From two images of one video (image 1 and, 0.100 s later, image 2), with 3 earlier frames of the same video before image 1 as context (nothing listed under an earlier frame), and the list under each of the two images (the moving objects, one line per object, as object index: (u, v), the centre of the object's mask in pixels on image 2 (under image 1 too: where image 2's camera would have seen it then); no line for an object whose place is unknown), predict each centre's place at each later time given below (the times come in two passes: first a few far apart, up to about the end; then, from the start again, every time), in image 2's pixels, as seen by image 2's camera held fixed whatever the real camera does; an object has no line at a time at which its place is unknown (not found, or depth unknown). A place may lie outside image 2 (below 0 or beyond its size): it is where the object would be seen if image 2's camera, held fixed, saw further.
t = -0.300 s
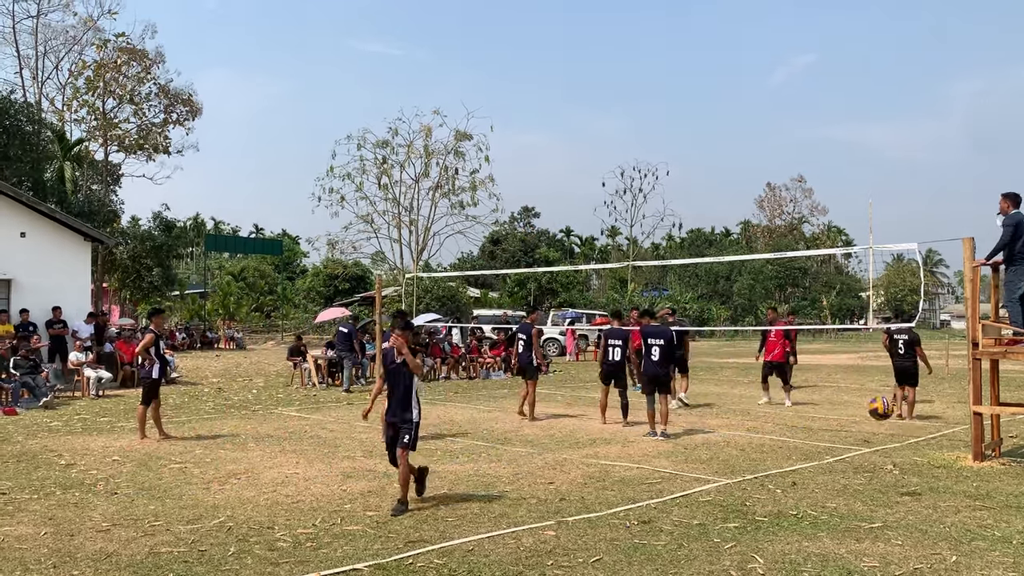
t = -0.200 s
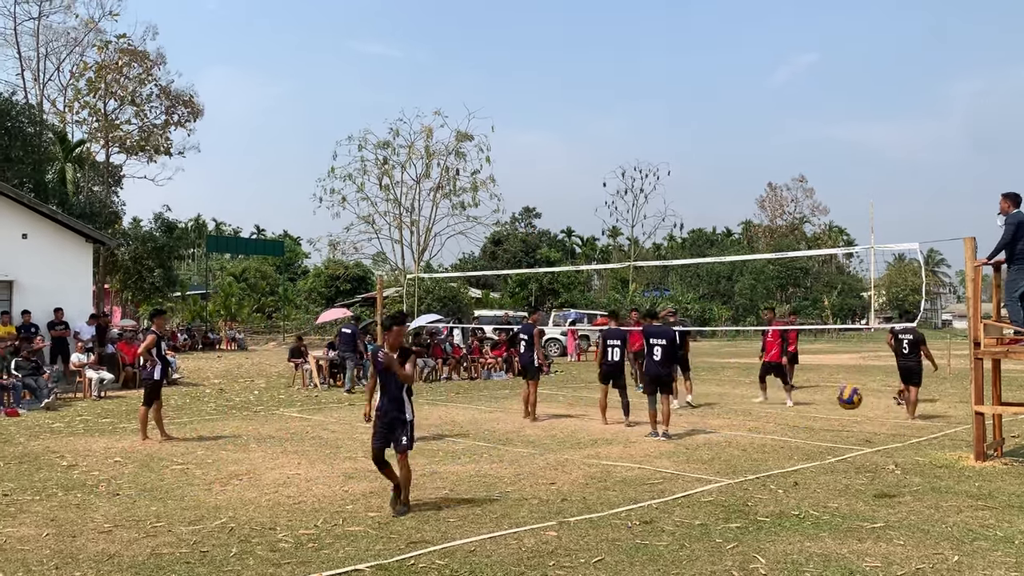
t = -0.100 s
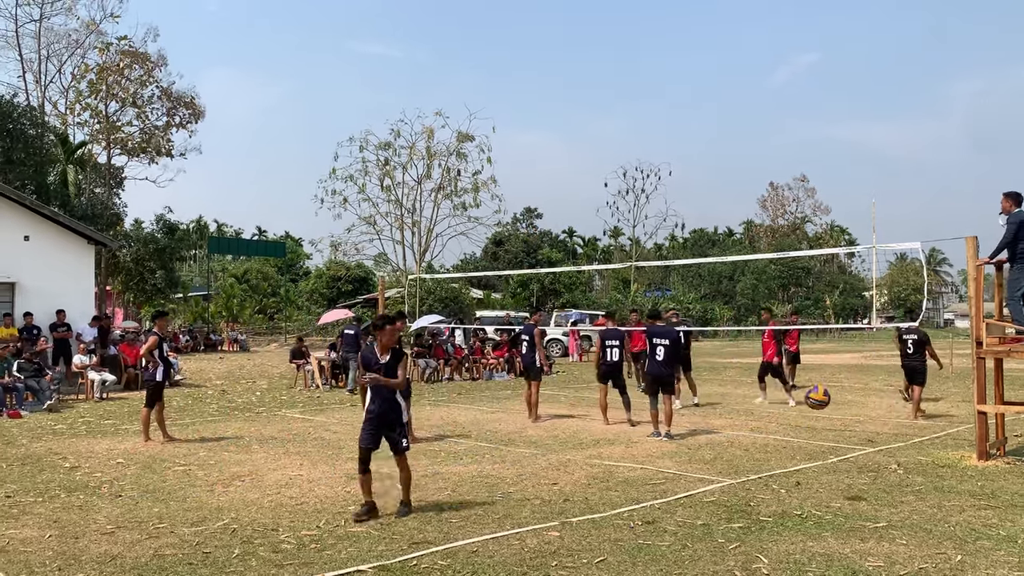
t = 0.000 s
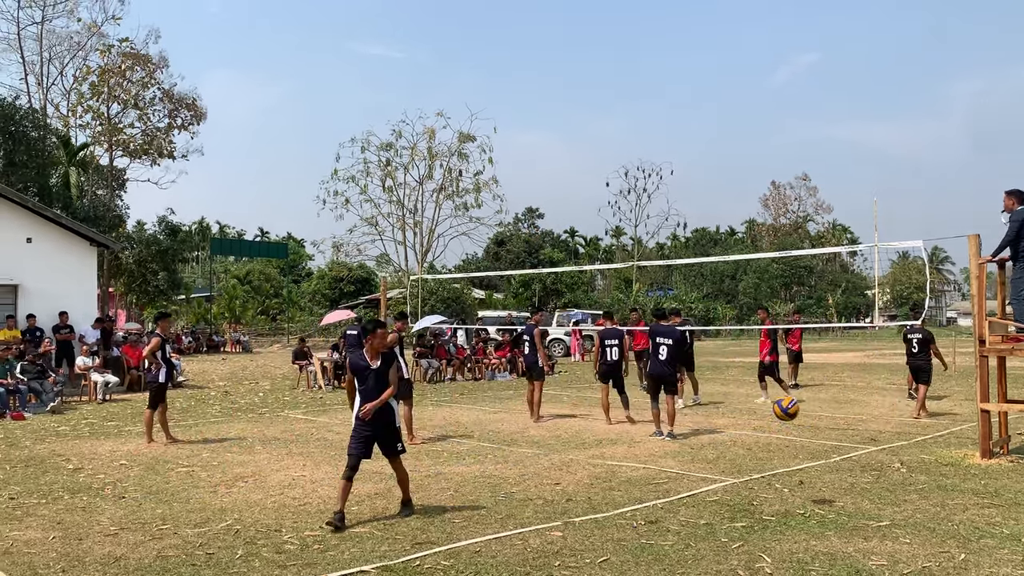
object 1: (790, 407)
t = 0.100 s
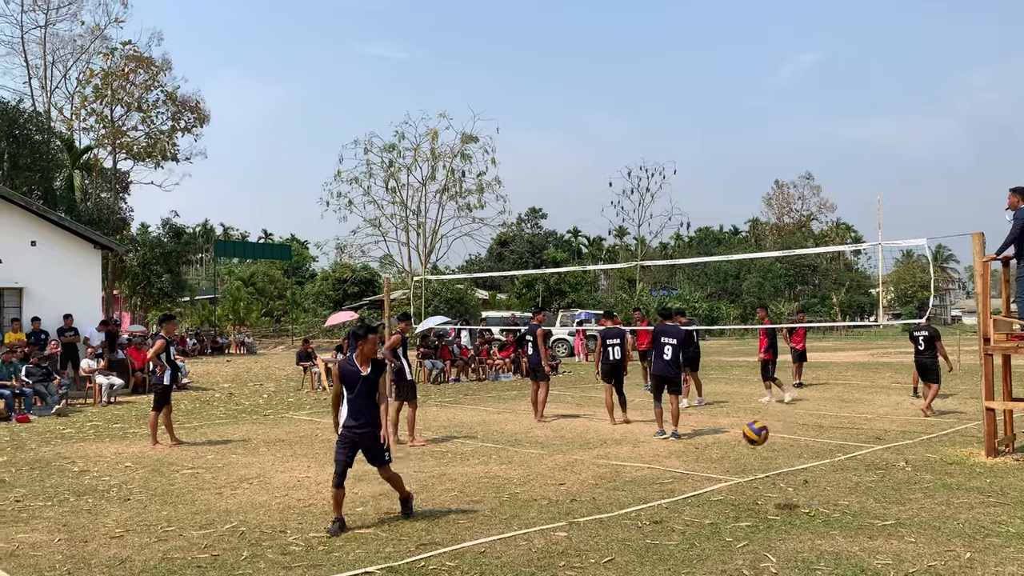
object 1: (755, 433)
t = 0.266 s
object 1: (697, 504)
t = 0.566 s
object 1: (583, 442)
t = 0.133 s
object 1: (744, 443)
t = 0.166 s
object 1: (732, 456)
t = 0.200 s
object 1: (720, 470)
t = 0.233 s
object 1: (709, 485)
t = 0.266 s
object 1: (697, 504)
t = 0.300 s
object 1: (685, 503)
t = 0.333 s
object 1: (672, 490)
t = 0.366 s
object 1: (659, 479)
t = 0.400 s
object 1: (647, 470)
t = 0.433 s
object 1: (634, 462)
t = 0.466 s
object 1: (622, 456)
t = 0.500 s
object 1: (609, 449)
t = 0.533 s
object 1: (596, 445)
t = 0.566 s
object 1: (583, 442)
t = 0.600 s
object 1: (570, 442)
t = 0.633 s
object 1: (557, 442)
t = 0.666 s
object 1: (544, 443)
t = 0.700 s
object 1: (530, 447)
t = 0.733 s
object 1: (516, 451)
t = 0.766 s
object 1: (502, 457)
